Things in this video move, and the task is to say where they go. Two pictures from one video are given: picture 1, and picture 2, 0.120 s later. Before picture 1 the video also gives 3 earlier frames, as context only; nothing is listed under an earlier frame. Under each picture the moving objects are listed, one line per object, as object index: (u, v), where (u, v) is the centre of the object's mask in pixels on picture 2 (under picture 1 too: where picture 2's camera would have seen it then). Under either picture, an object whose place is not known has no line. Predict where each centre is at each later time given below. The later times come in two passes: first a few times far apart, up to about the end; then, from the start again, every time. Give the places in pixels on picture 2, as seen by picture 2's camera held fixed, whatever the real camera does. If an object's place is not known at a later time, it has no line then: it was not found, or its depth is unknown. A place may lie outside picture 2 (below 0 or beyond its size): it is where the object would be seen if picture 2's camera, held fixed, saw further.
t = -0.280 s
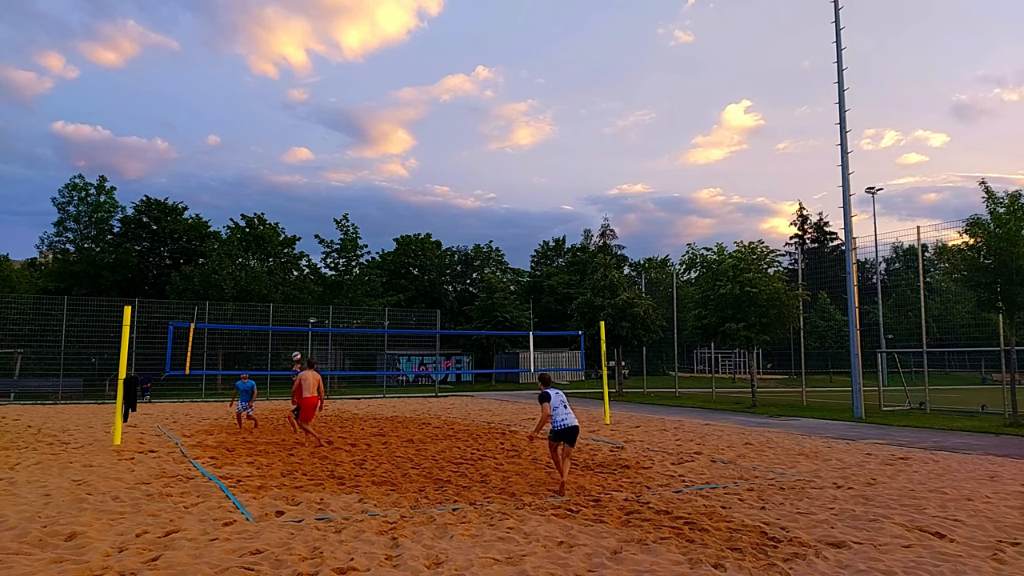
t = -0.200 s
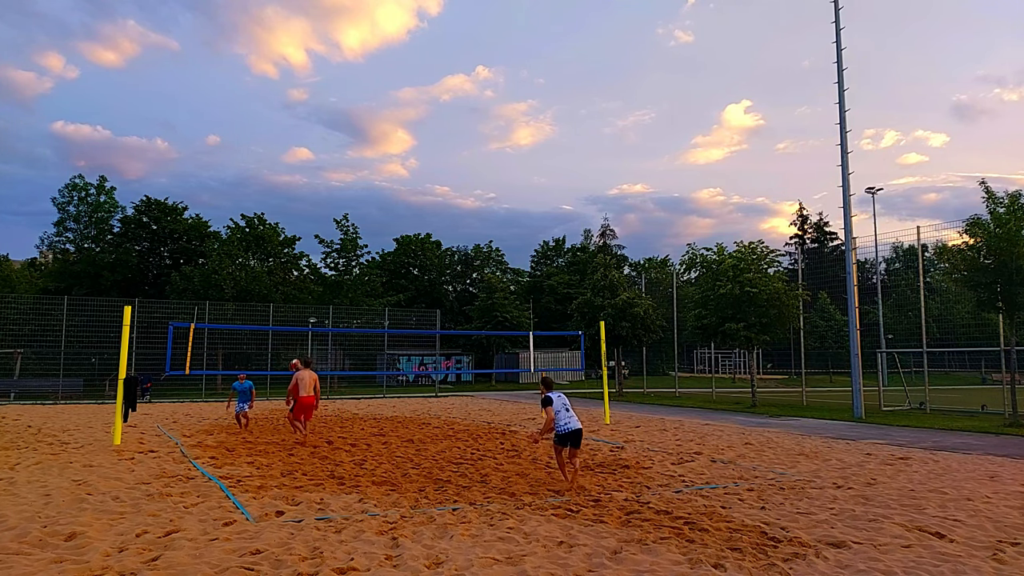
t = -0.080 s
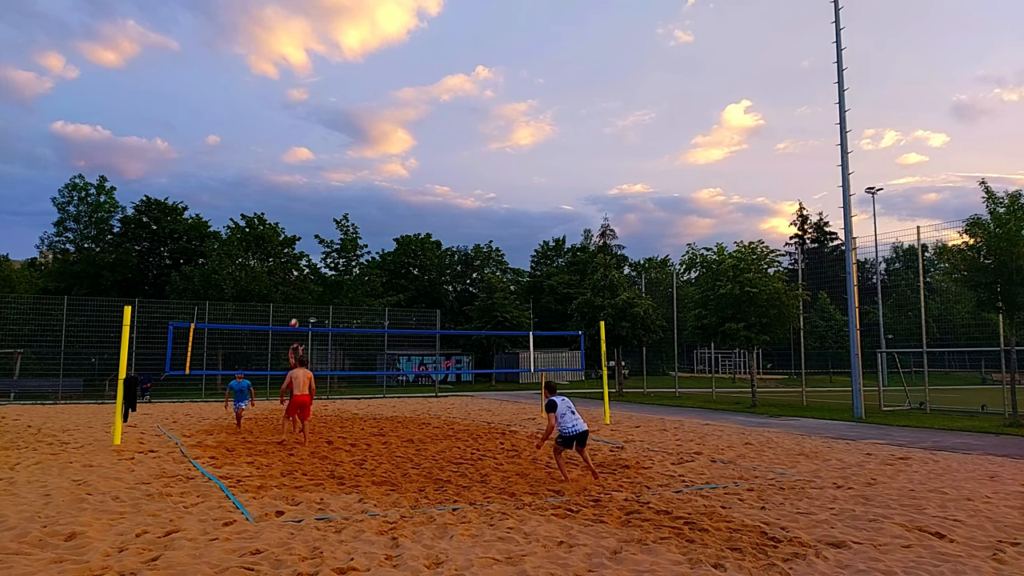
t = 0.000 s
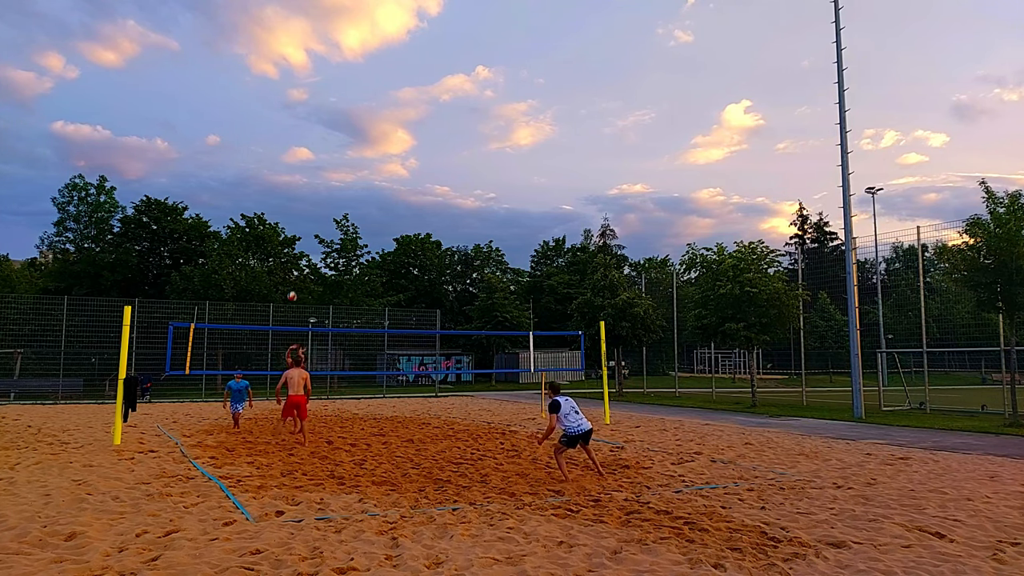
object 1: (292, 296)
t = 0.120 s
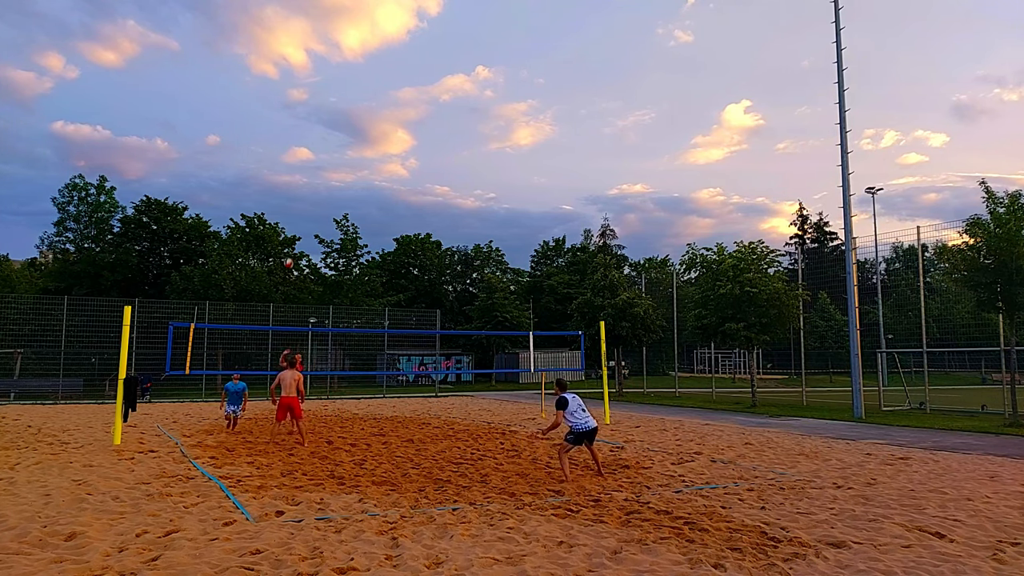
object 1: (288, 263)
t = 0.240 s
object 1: (284, 235)
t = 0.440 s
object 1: (276, 201)
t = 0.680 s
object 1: (266, 180)
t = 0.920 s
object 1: (254, 183)
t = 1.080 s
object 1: (247, 197)
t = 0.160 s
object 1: (287, 254)
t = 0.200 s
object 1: (285, 242)
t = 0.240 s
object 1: (284, 235)
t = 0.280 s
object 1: (283, 229)
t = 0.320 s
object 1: (281, 219)
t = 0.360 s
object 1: (280, 213)
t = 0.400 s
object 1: (277, 205)
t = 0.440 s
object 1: (276, 201)
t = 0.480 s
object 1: (275, 197)
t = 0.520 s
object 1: (273, 191)
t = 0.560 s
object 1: (271, 188)
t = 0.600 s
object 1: (269, 184)
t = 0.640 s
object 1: (267, 182)
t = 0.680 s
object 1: (266, 180)
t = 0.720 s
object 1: (264, 179)
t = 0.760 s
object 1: (262, 178)
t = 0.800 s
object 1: (260, 178)
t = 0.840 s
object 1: (258, 179)
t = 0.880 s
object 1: (257, 180)
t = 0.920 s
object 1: (254, 183)
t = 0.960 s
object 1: (253, 185)
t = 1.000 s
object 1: (250, 190)
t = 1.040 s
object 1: (248, 193)
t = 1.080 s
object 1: (247, 197)
